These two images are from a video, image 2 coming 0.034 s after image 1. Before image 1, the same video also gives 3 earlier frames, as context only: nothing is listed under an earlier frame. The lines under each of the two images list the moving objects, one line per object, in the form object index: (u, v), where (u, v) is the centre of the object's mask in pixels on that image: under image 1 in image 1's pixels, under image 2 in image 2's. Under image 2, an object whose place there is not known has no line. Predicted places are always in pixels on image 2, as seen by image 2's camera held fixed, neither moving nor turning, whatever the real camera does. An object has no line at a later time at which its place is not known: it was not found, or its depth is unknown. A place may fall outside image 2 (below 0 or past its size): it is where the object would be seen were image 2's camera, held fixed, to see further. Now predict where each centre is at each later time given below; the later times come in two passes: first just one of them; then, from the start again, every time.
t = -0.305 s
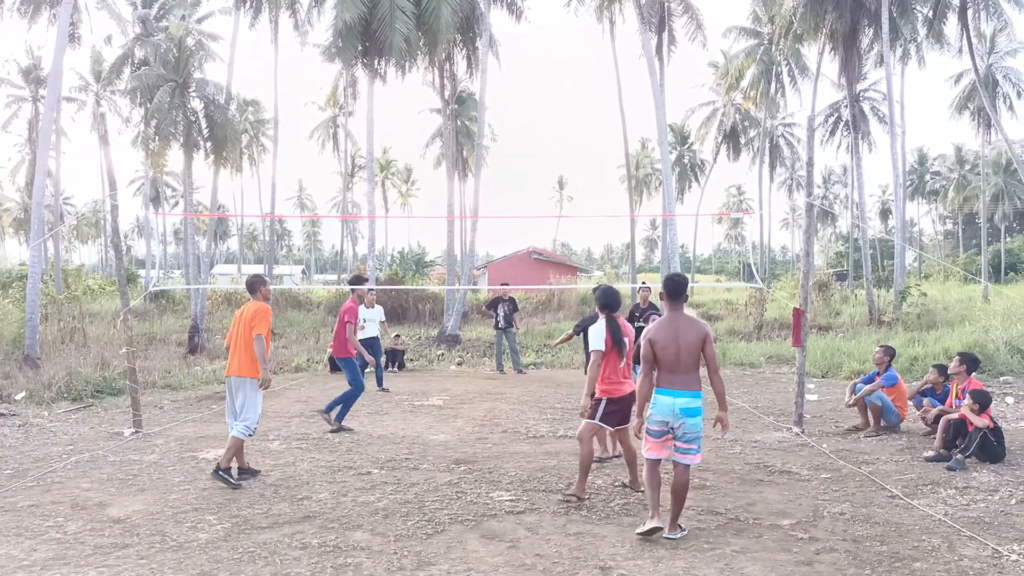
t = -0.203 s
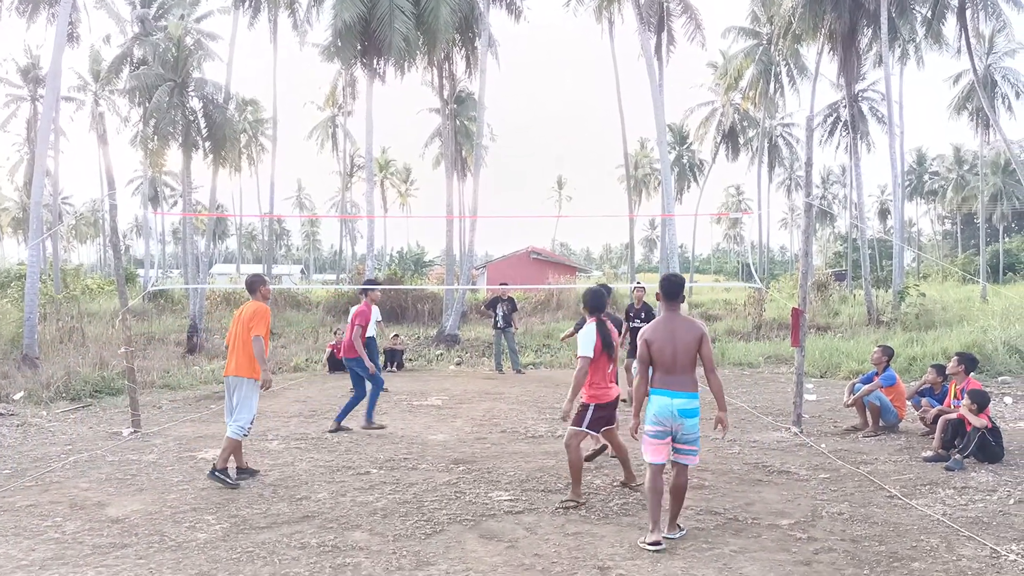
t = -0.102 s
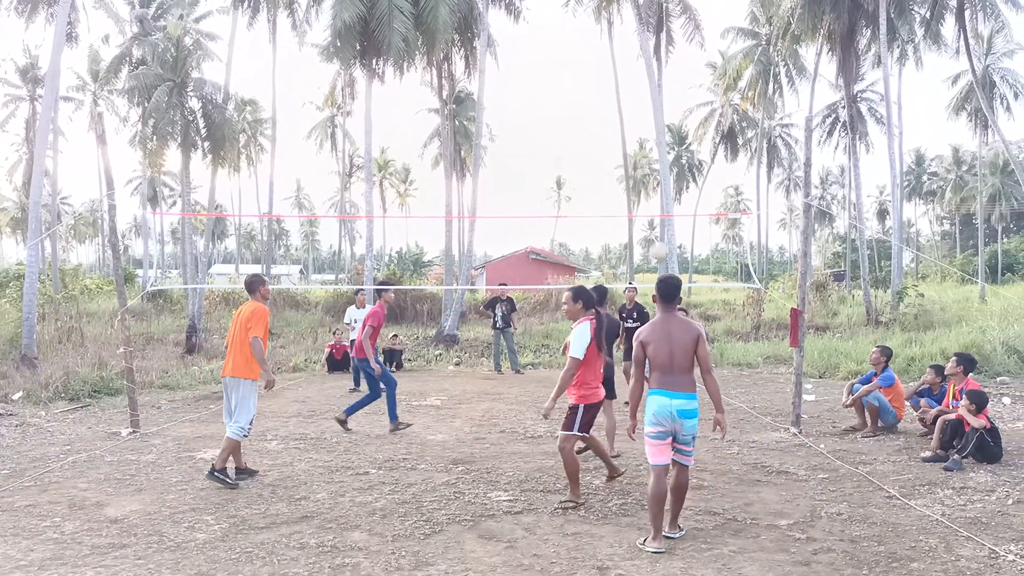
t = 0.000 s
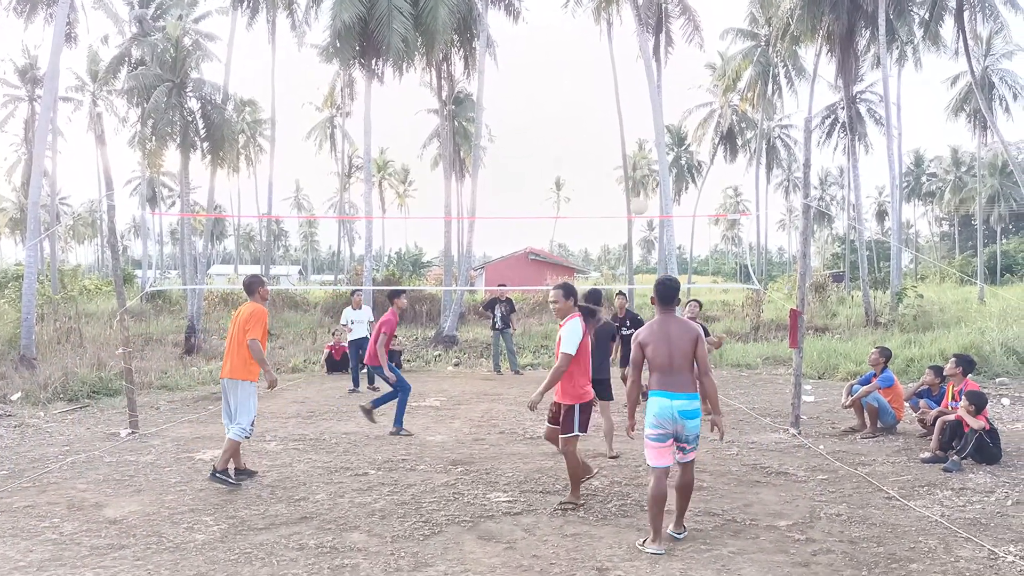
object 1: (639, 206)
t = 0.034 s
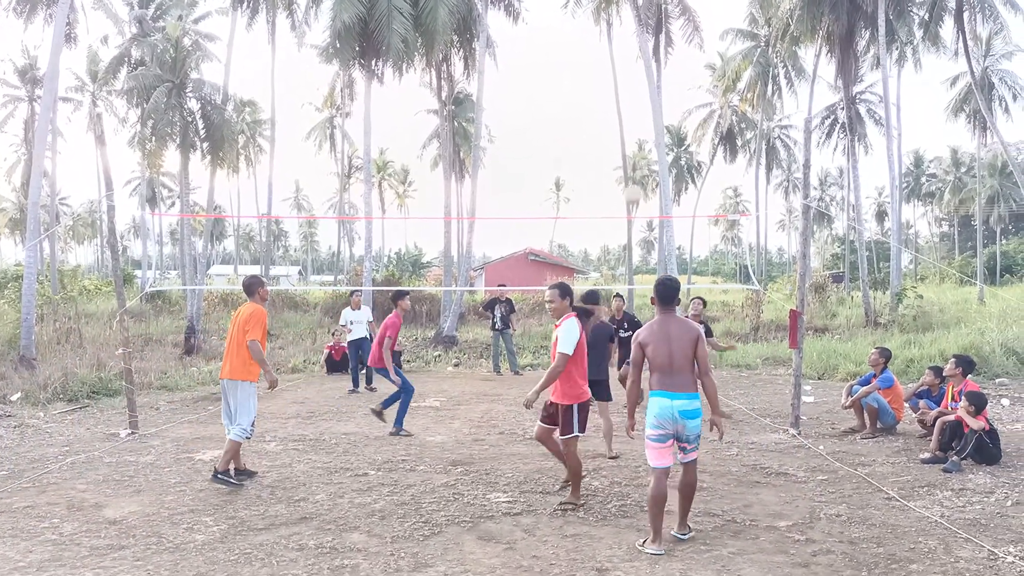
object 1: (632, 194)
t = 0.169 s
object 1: (609, 153)
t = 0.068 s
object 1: (626, 182)
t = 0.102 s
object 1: (622, 171)
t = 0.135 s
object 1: (616, 162)
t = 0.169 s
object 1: (609, 153)
